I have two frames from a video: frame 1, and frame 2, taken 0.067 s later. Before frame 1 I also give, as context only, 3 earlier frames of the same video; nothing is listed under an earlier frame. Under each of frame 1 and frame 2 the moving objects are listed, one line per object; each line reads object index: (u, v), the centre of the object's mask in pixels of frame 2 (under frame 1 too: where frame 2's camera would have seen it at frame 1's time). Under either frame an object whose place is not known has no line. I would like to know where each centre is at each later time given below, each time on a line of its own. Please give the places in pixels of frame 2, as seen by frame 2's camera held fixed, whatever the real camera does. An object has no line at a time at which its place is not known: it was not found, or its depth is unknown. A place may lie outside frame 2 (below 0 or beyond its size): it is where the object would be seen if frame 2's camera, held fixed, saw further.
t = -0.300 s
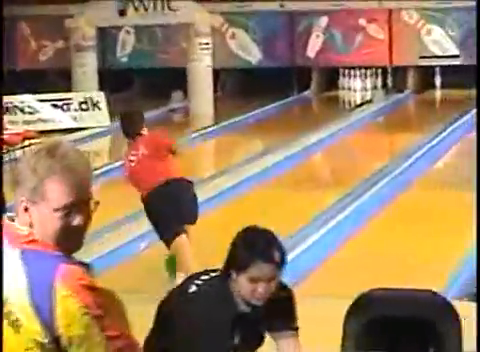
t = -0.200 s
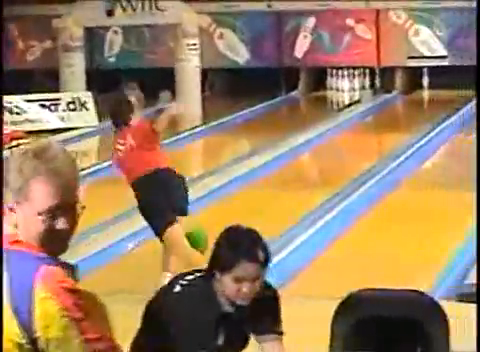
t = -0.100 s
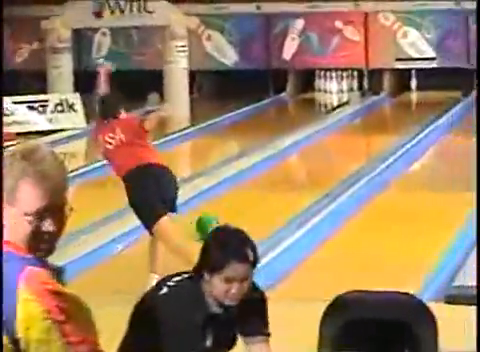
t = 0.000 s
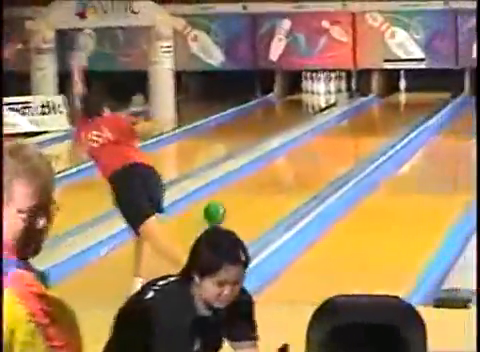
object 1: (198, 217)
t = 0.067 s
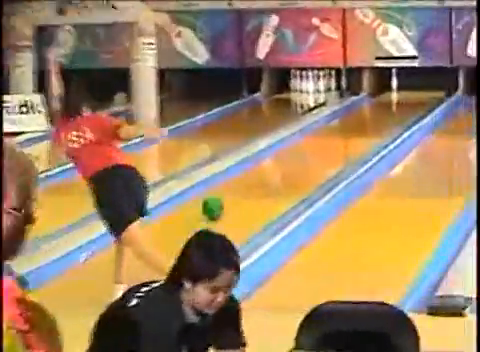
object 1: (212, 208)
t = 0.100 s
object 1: (218, 203)
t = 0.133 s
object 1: (224, 198)
